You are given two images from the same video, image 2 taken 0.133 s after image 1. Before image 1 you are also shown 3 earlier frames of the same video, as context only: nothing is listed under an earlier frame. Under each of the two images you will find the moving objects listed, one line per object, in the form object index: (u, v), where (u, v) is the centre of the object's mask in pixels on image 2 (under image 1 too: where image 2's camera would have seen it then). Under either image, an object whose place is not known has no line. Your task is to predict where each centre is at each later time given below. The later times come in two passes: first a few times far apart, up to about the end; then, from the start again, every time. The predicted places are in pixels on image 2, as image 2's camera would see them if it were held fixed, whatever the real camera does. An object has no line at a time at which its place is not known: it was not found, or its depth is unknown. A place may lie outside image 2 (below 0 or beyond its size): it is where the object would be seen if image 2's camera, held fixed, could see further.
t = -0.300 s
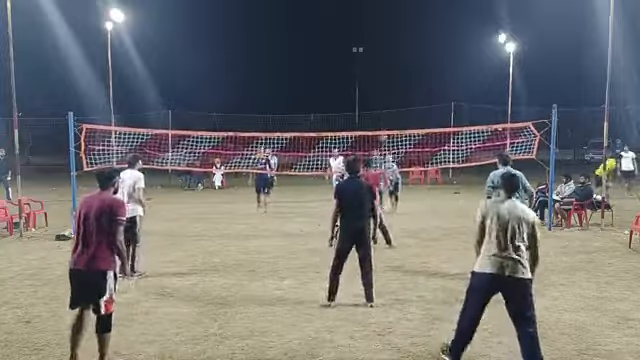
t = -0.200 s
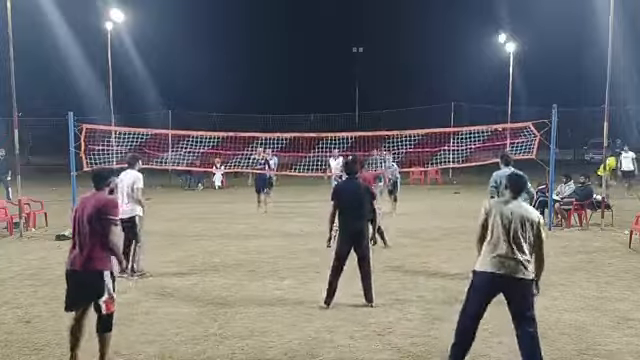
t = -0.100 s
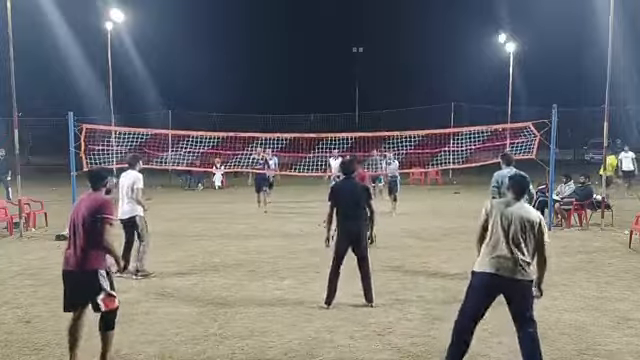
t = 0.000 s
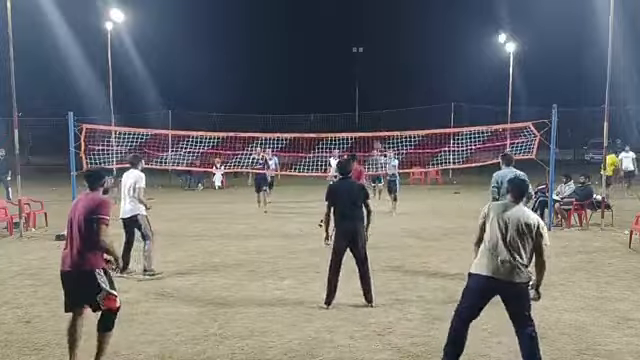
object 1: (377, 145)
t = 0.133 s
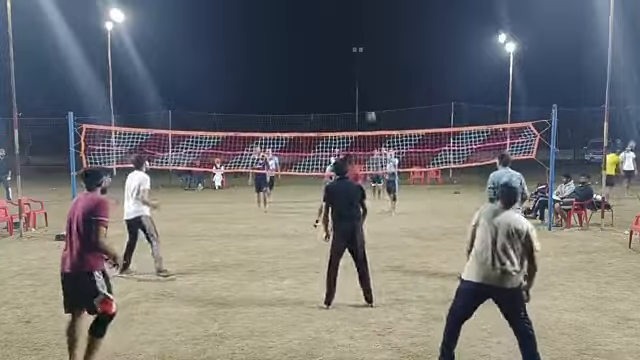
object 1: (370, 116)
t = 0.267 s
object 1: (364, 91)
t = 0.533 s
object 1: (345, 56)
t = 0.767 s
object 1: (322, 56)
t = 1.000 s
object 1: (287, 109)
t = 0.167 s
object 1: (369, 110)
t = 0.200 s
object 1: (368, 103)
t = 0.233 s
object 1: (365, 97)
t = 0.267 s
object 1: (364, 91)
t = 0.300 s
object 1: (361, 86)
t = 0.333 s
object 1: (359, 80)
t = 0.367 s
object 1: (357, 75)
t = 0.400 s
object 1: (356, 70)
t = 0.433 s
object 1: (353, 66)
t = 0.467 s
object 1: (351, 63)
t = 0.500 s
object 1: (348, 59)
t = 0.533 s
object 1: (345, 56)
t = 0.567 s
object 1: (343, 54)
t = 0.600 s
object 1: (340, 53)
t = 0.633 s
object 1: (336, 52)
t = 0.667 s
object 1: (333, 52)
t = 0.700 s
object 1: (330, 52)
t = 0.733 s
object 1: (326, 53)
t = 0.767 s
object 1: (322, 56)
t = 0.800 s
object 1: (318, 59)
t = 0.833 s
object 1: (314, 64)
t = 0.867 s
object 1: (310, 70)
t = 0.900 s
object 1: (304, 78)
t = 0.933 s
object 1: (299, 87)
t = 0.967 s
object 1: (293, 96)
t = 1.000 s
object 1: (287, 109)
